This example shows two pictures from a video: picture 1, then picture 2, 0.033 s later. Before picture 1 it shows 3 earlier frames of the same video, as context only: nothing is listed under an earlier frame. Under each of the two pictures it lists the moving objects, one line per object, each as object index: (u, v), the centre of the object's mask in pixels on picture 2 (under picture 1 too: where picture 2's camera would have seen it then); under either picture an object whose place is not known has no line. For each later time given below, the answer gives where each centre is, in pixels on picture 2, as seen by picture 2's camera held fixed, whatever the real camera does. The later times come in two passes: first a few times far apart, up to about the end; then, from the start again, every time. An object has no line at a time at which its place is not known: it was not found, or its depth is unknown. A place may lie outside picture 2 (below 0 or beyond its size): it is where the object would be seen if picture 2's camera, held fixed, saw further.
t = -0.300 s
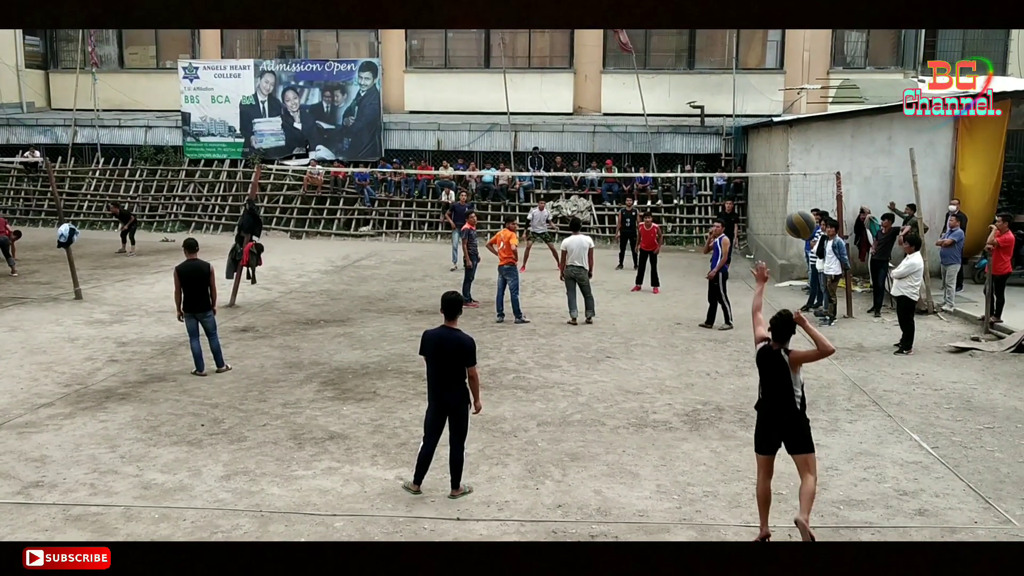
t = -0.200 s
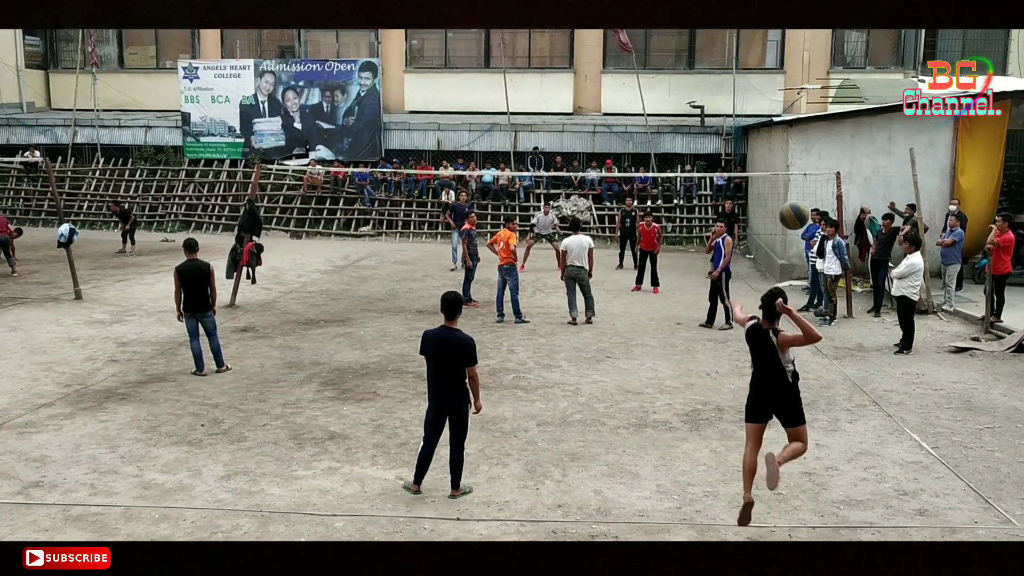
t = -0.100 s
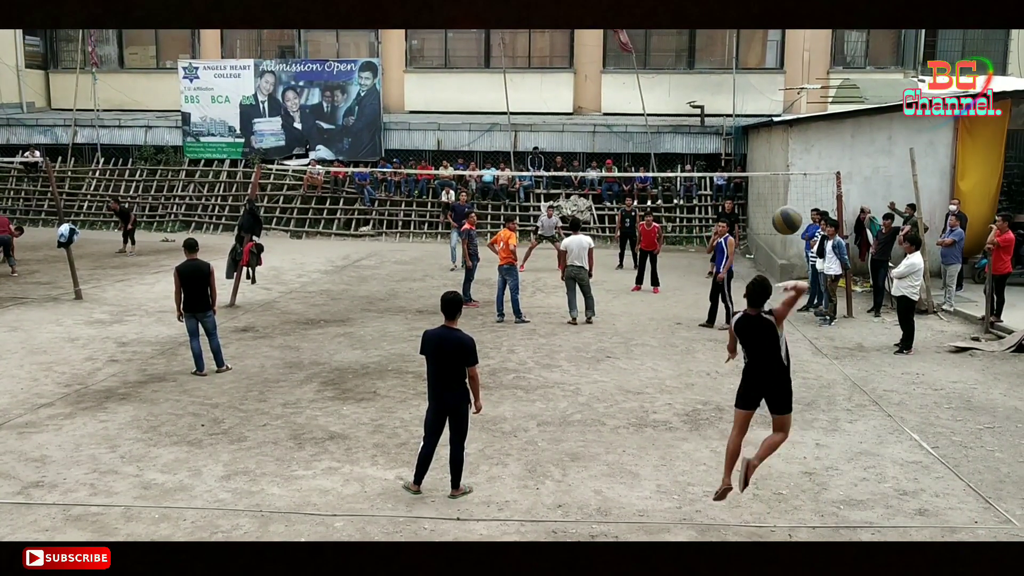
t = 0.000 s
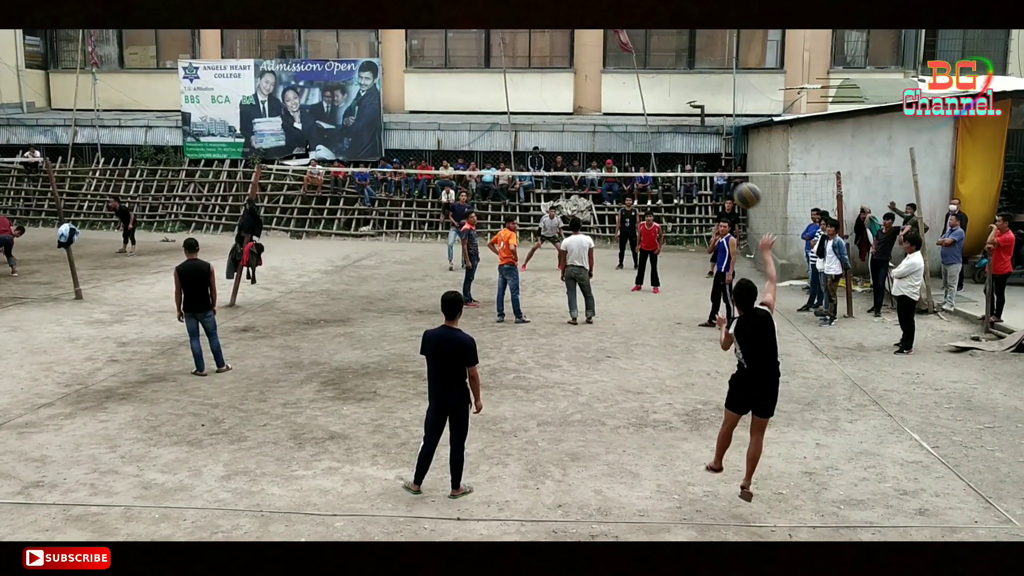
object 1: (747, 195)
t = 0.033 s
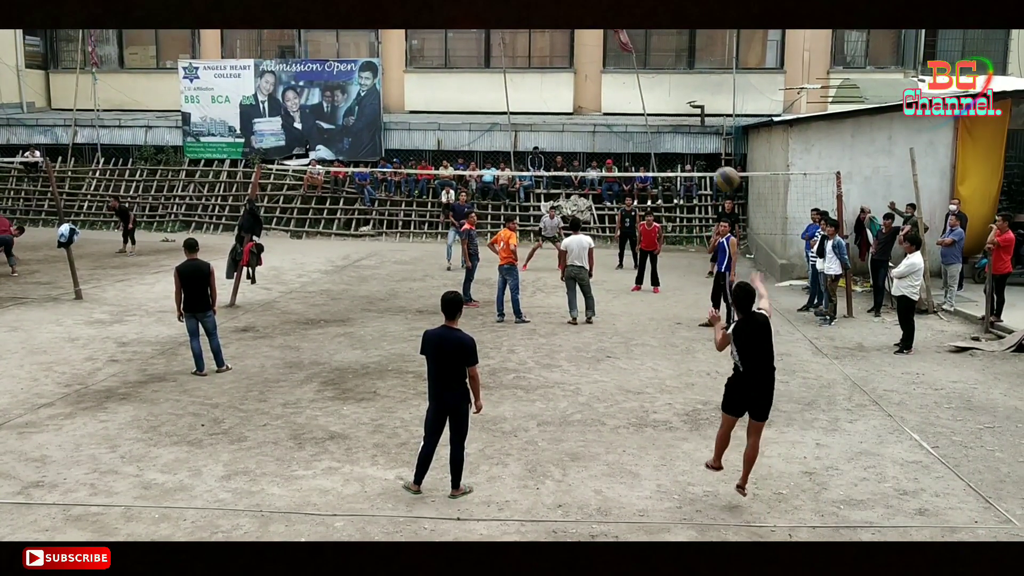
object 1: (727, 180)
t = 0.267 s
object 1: (626, 125)
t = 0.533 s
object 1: (567, 132)
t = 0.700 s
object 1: (542, 155)
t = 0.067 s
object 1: (707, 165)
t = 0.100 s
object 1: (690, 154)
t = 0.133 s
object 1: (675, 145)
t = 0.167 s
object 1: (661, 137)
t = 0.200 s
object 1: (649, 132)
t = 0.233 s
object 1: (638, 128)
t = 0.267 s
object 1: (626, 125)
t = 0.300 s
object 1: (617, 123)
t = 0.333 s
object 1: (608, 122)
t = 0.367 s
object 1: (600, 122)
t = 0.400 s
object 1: (592, 123)
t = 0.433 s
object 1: (585, 125)
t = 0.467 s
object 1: (578, 127)
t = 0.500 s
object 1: (572, 129)
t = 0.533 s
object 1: (567, 132)
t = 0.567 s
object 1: (561, 136)
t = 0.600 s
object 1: (556, 141)
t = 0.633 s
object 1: (551, 146)
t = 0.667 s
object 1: (546, 151)
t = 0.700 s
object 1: (542, 155)
